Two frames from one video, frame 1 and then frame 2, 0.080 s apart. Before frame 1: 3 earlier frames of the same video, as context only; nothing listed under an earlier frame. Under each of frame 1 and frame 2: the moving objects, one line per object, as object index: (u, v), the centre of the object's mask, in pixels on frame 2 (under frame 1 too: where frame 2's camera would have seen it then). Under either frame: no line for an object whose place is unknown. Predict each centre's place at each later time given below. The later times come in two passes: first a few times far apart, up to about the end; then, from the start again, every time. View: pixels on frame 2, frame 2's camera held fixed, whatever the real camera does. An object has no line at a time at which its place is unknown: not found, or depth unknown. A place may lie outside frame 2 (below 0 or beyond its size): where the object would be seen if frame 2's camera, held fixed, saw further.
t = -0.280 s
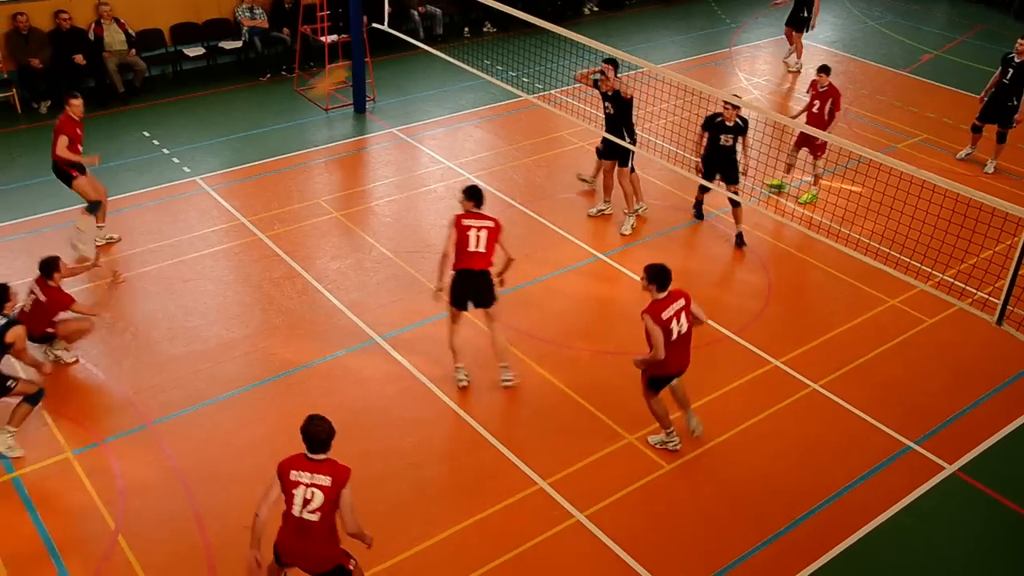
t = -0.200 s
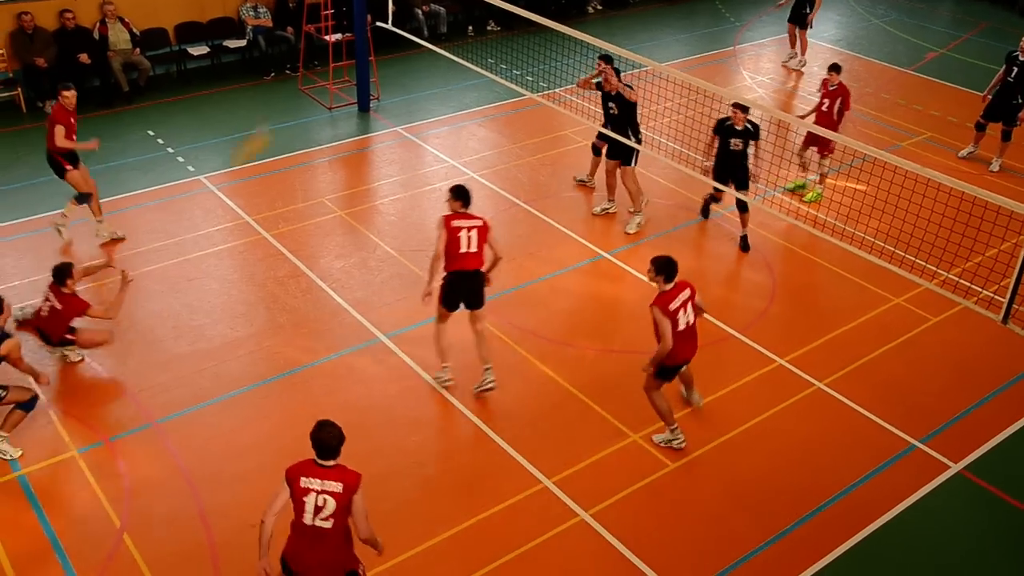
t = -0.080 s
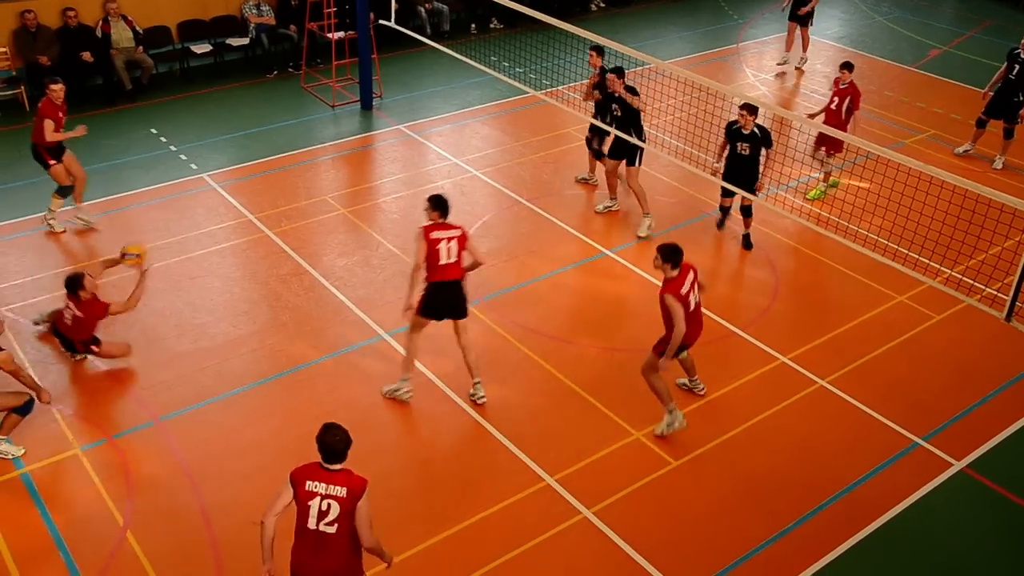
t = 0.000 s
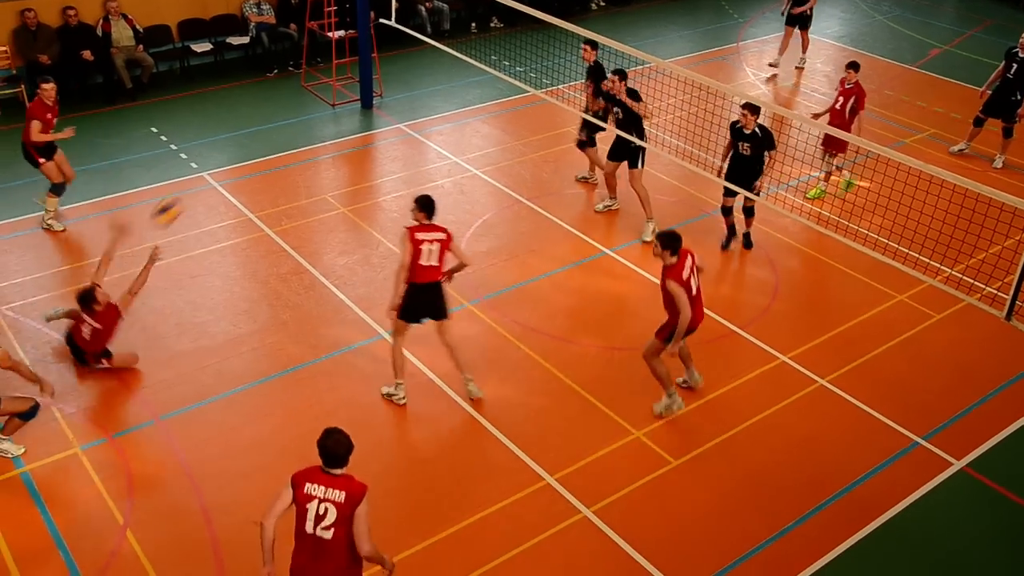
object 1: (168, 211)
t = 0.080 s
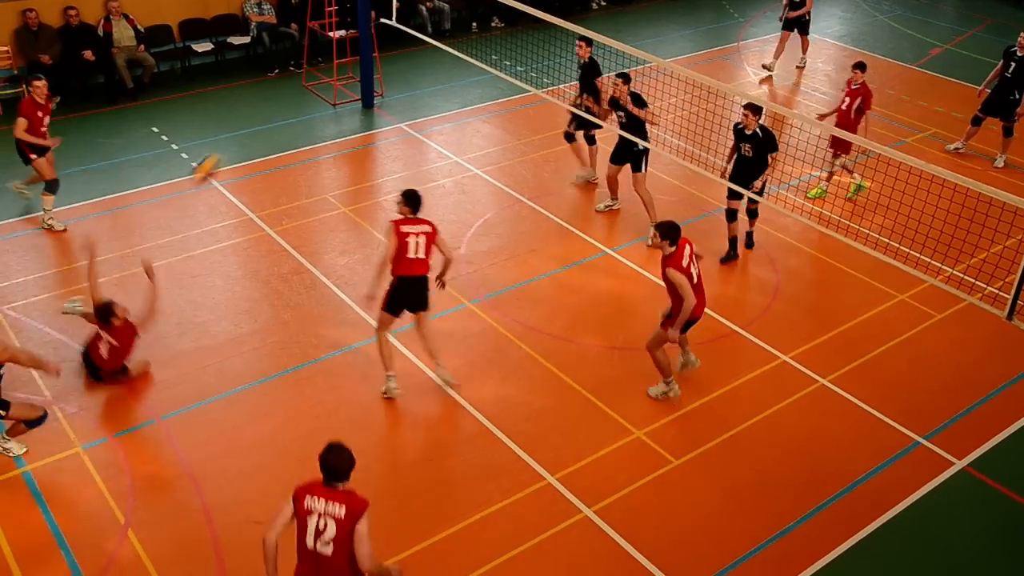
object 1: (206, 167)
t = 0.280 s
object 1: (305, 95)
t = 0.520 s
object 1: (428, 64)
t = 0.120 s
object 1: (227, 151)
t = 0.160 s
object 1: (247, 134)
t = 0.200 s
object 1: (266, 119)
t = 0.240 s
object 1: (286, 107)
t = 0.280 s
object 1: (305, 95)
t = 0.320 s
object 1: (326, 85)
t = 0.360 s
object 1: (346, 77)
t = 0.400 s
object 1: (366, 71)
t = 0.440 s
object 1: (388, 66)
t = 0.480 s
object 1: (408, 65)
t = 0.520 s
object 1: (428, 64)
